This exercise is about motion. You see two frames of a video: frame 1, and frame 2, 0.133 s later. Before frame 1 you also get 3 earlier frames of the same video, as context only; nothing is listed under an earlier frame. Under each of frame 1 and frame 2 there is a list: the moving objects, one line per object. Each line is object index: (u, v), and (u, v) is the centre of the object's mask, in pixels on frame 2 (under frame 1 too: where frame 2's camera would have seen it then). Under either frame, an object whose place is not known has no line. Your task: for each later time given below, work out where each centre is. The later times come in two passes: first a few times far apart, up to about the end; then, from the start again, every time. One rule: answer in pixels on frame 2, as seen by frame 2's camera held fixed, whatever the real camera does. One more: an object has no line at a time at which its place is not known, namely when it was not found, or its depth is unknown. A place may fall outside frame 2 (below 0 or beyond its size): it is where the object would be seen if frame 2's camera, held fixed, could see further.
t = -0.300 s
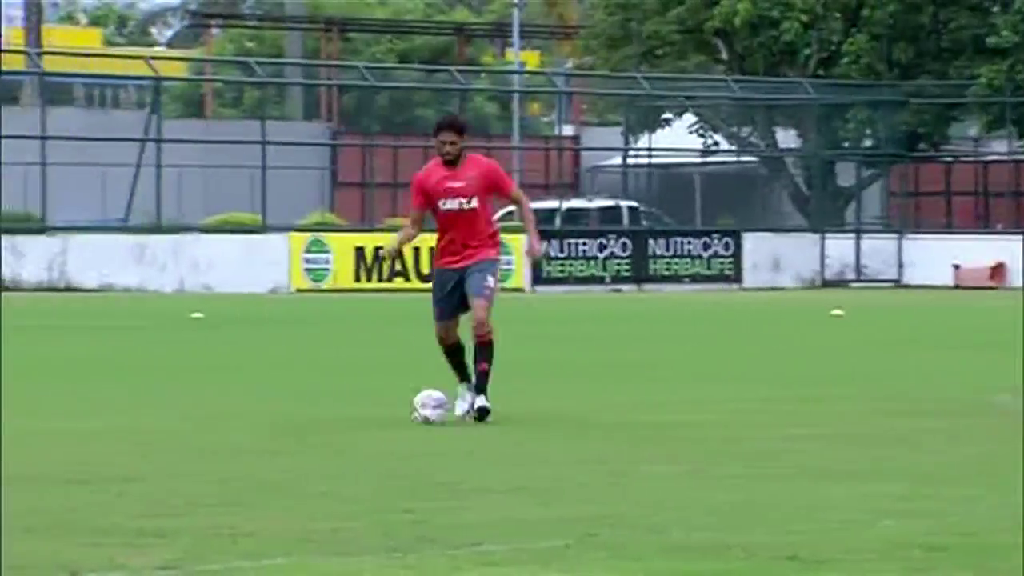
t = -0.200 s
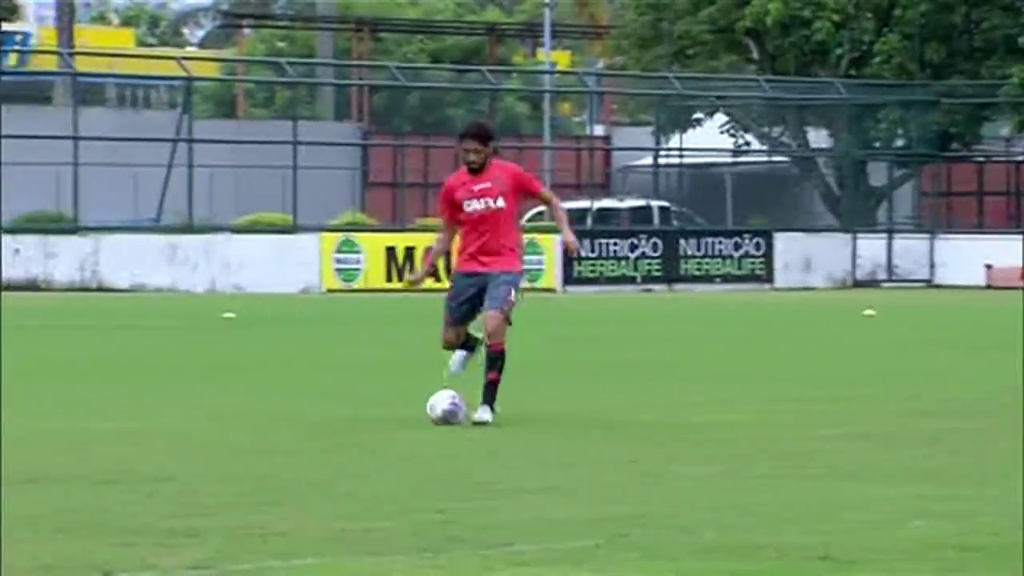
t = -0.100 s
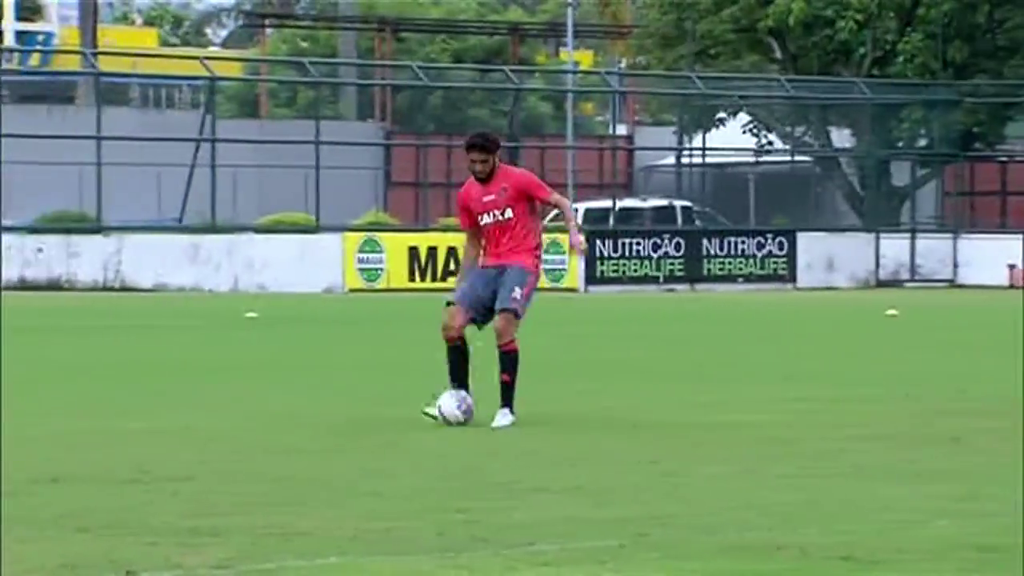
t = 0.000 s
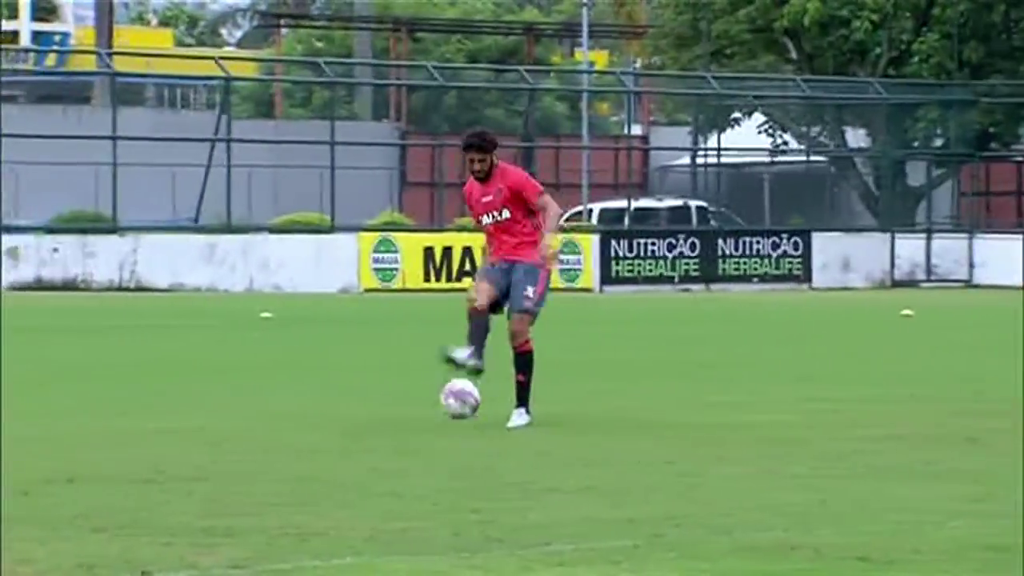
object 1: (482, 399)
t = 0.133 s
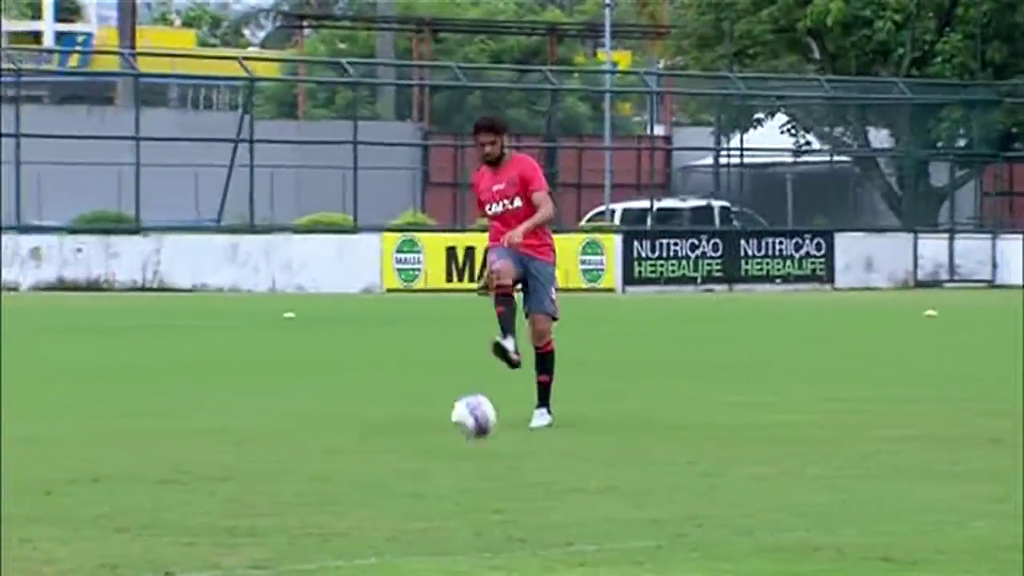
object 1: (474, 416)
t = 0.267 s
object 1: (474, 445)
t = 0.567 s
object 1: (488, 476)
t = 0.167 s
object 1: (472, 428)
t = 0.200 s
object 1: (471, 442)
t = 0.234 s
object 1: (473, 447)
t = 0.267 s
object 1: (474, 445)
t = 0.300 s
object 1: (476, 444)
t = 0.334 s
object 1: (476, 446)
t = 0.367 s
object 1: (476, 451)
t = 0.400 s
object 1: (477, 459)
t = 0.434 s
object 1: (478, 473)
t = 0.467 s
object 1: (480, 482)
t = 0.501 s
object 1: (483, 479)
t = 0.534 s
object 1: (486, 476)
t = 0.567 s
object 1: (488, 476)
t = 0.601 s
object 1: (491, 480)
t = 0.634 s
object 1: (495, 487)
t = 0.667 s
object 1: (499, 498)
